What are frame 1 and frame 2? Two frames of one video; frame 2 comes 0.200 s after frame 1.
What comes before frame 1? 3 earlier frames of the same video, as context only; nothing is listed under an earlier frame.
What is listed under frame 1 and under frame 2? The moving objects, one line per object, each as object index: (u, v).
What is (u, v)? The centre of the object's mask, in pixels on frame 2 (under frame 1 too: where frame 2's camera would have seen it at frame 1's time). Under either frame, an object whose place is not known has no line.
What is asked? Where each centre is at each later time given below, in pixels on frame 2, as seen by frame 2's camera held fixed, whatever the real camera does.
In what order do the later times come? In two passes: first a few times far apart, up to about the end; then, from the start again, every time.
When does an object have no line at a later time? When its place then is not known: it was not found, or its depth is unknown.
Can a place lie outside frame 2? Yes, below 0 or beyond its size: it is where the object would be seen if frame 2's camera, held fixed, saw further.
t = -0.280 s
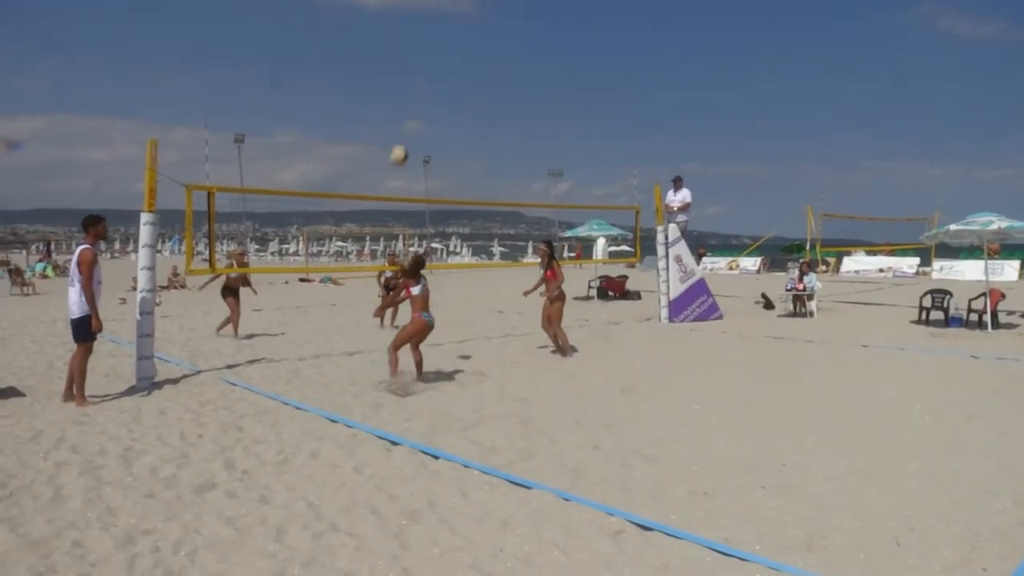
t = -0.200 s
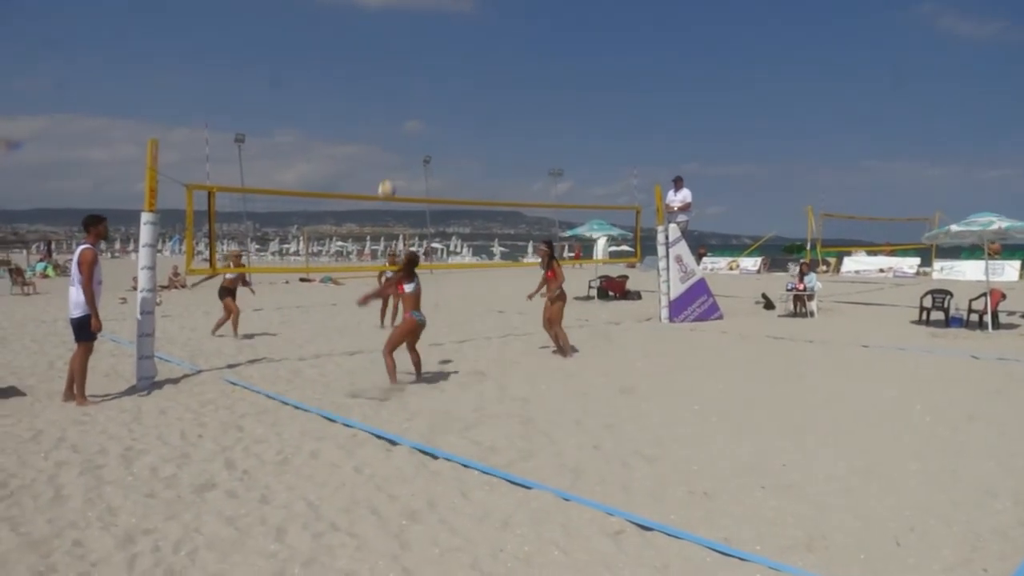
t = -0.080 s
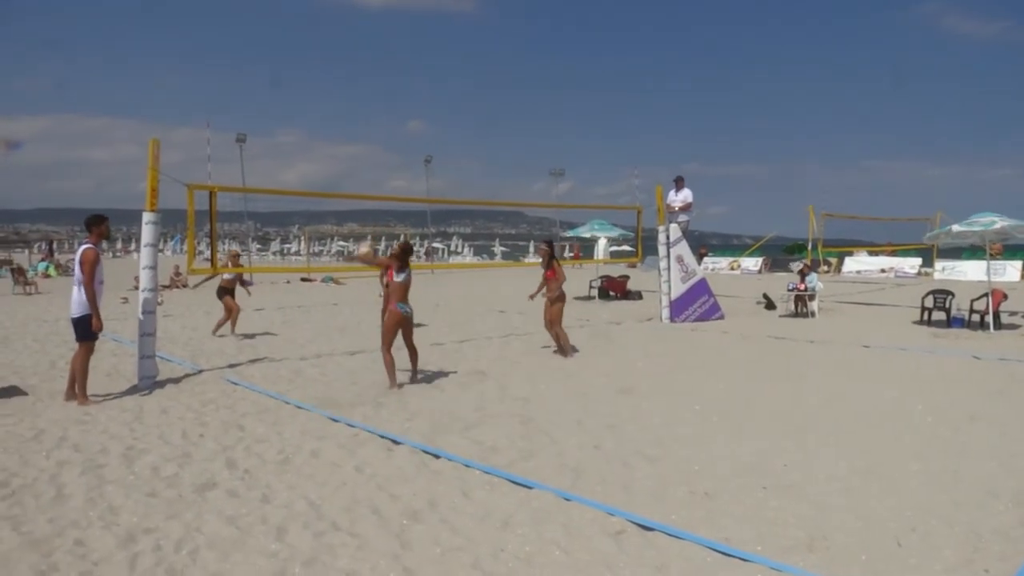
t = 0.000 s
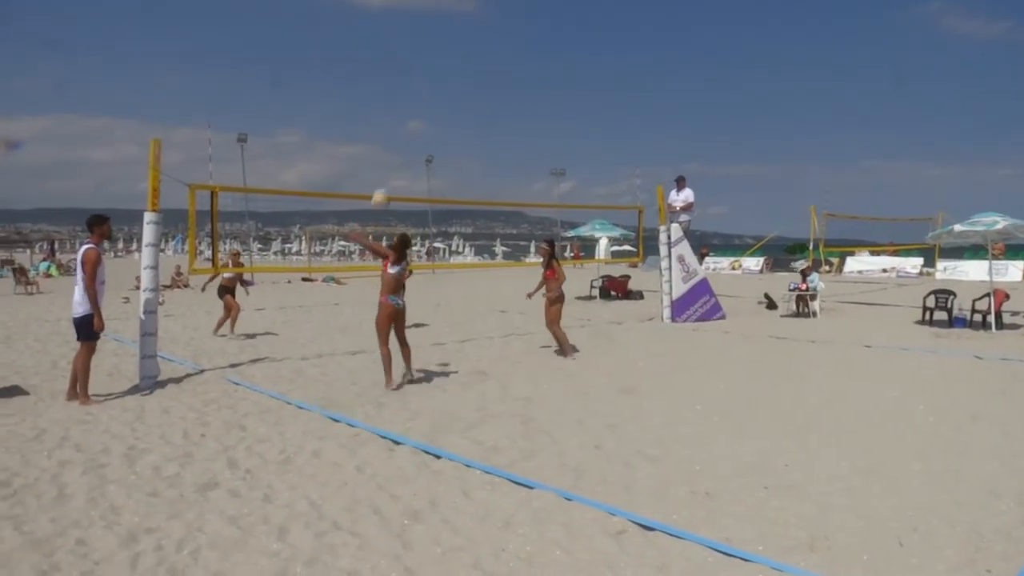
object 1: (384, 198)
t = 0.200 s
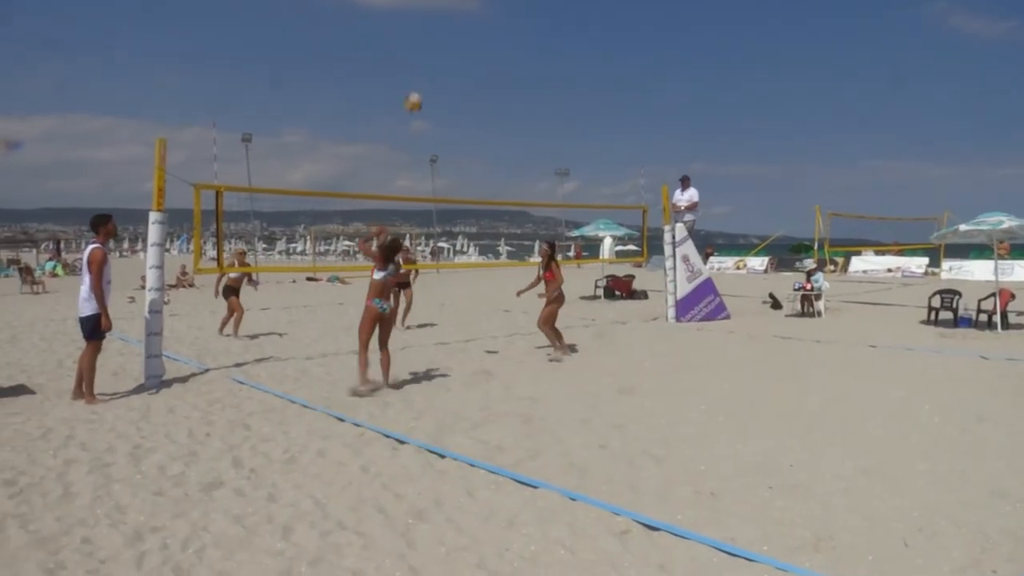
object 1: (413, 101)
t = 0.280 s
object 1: (422, 76)
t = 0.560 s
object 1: (447, 34)
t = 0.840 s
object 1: (458, 56)
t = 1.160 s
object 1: (457, 149)
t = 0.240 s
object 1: (418, 88)
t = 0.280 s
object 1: (422, 76)
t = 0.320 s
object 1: (426, 65)
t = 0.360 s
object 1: (430, 56)
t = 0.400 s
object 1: (434, 48)
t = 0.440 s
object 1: (438, 42)
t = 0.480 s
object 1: (442, 38)
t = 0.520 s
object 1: (445, 35)
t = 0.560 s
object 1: (447, 34)
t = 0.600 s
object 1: (450, 33)
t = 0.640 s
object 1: (452, 34)
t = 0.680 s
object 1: (453, 36)
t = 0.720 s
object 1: (455, 39)
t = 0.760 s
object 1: (456, 44)
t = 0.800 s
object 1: (457, 50)
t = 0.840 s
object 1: (458, 56)
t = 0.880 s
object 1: (458, 63)
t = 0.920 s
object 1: (459, 71)
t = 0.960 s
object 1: (459, 81)
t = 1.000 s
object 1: (459, 94)
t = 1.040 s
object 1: (459, 105)
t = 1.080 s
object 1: (459, 118)
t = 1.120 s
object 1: (458, 133)
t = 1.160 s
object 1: (457, 149)
